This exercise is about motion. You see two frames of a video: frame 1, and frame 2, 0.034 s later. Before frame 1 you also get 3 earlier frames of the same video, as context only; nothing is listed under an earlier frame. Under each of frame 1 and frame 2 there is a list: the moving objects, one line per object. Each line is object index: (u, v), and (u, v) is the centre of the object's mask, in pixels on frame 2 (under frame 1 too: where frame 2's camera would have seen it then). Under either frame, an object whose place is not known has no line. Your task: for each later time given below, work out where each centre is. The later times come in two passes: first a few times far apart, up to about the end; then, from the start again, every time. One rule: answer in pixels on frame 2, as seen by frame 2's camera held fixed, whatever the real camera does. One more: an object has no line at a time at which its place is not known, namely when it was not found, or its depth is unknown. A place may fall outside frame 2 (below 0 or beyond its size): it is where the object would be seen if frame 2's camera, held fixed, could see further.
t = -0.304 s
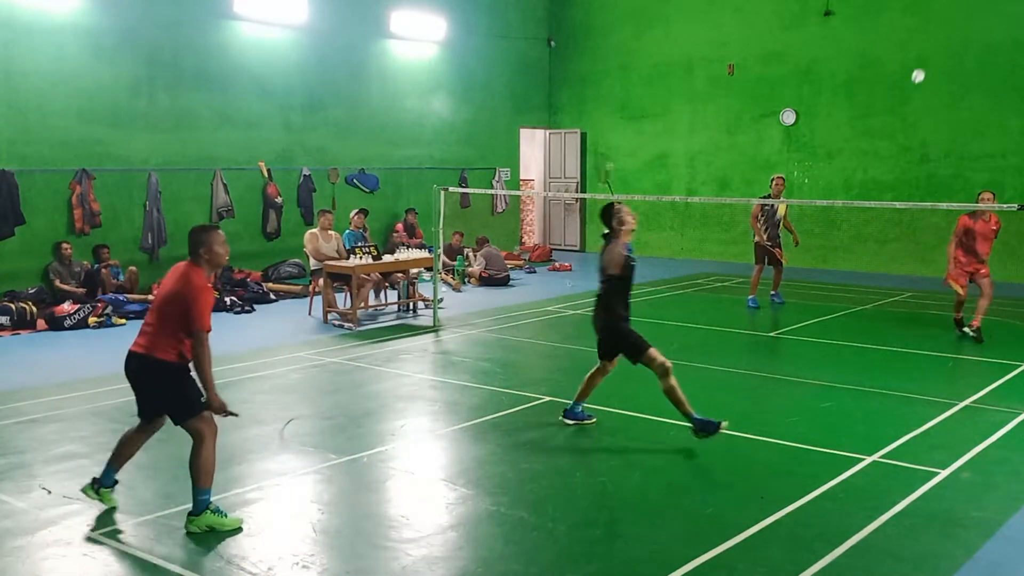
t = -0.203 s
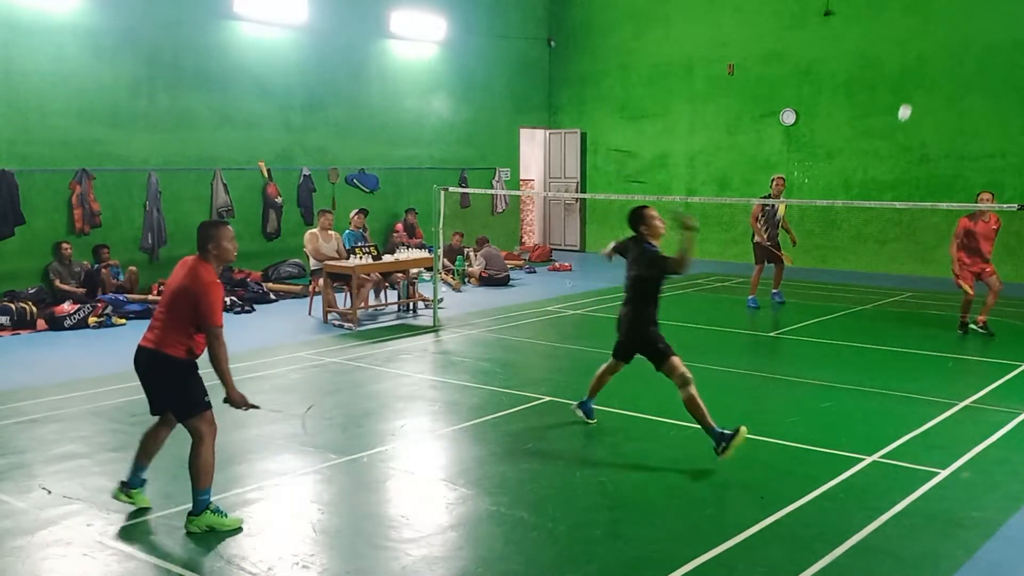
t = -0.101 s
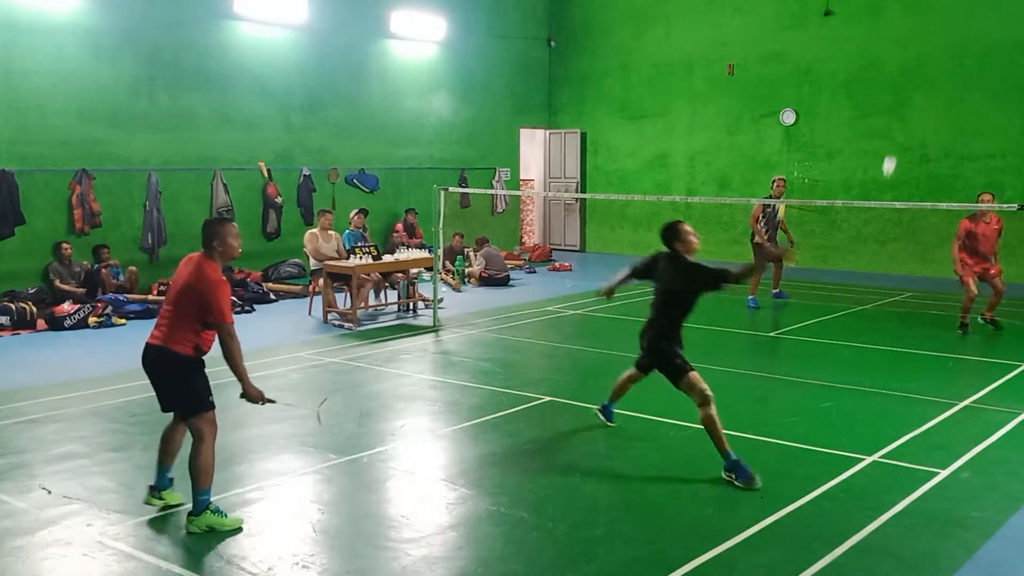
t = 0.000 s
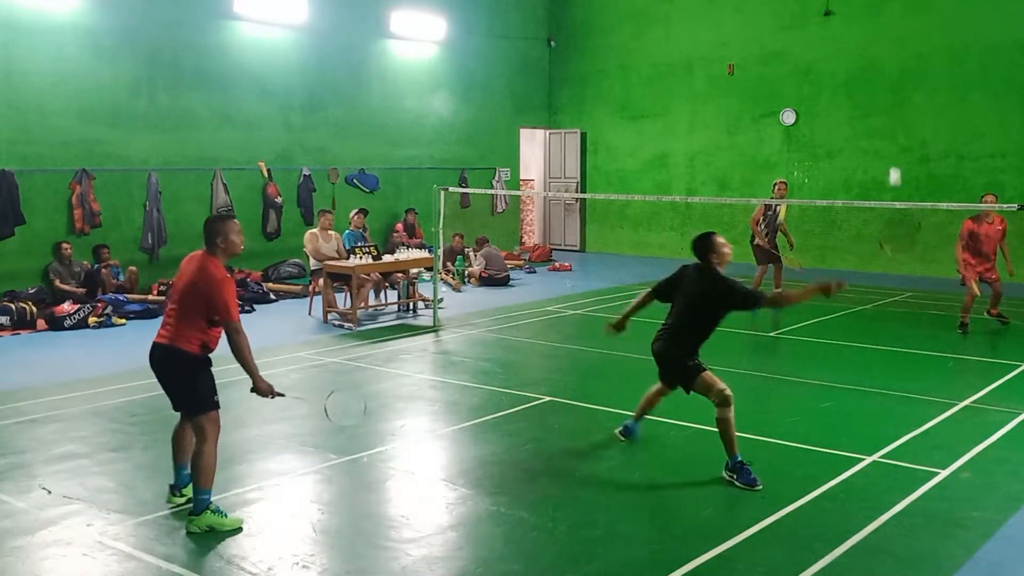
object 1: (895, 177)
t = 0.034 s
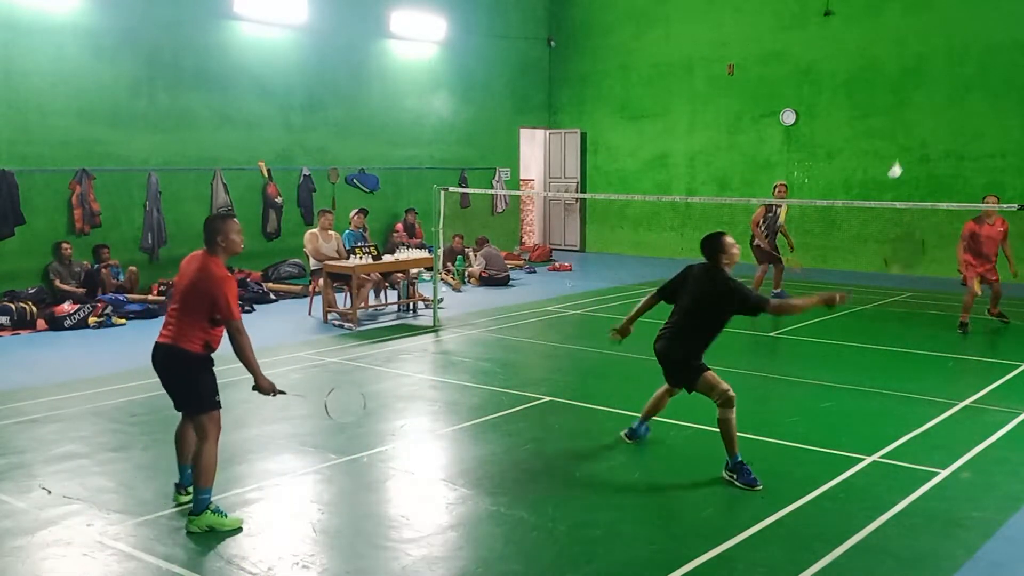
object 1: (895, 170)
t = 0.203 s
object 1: (910, 127)
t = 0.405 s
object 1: (929, 138)
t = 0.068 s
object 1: (902, 157)
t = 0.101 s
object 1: (905, 146)
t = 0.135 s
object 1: (903, 137)
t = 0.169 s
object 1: (905, 131)
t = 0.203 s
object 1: (910, 127)
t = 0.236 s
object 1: (915, 124)
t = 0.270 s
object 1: (919, 123)
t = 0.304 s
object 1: (922, 125)
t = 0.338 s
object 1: (924, 128)
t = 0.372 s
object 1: (927, 133)
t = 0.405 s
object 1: (929, 138)
